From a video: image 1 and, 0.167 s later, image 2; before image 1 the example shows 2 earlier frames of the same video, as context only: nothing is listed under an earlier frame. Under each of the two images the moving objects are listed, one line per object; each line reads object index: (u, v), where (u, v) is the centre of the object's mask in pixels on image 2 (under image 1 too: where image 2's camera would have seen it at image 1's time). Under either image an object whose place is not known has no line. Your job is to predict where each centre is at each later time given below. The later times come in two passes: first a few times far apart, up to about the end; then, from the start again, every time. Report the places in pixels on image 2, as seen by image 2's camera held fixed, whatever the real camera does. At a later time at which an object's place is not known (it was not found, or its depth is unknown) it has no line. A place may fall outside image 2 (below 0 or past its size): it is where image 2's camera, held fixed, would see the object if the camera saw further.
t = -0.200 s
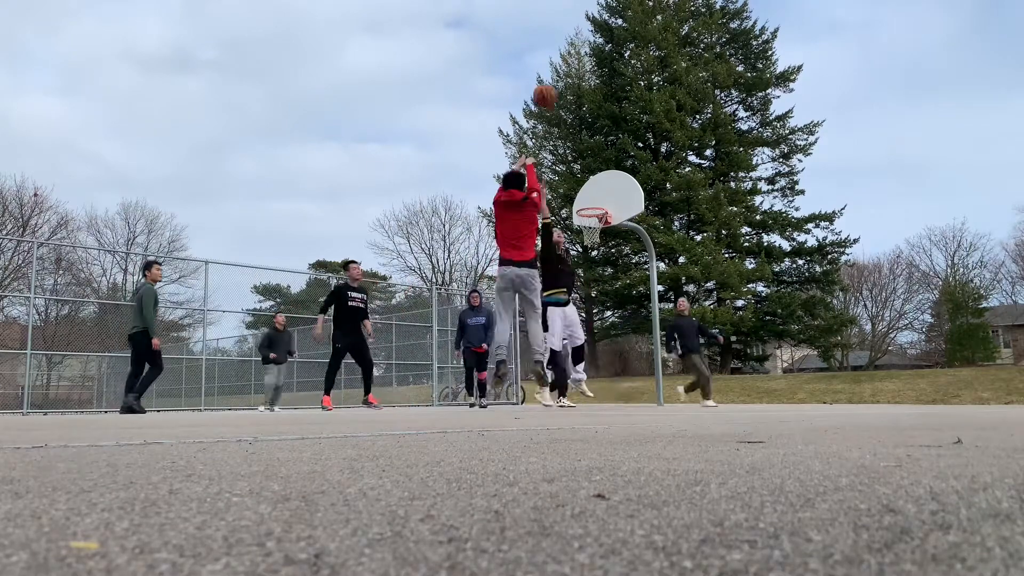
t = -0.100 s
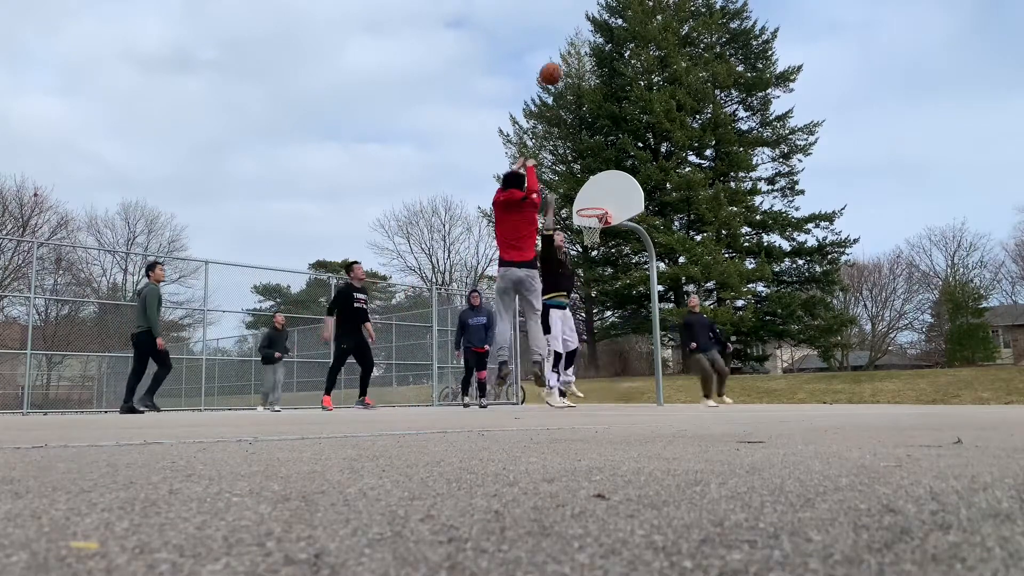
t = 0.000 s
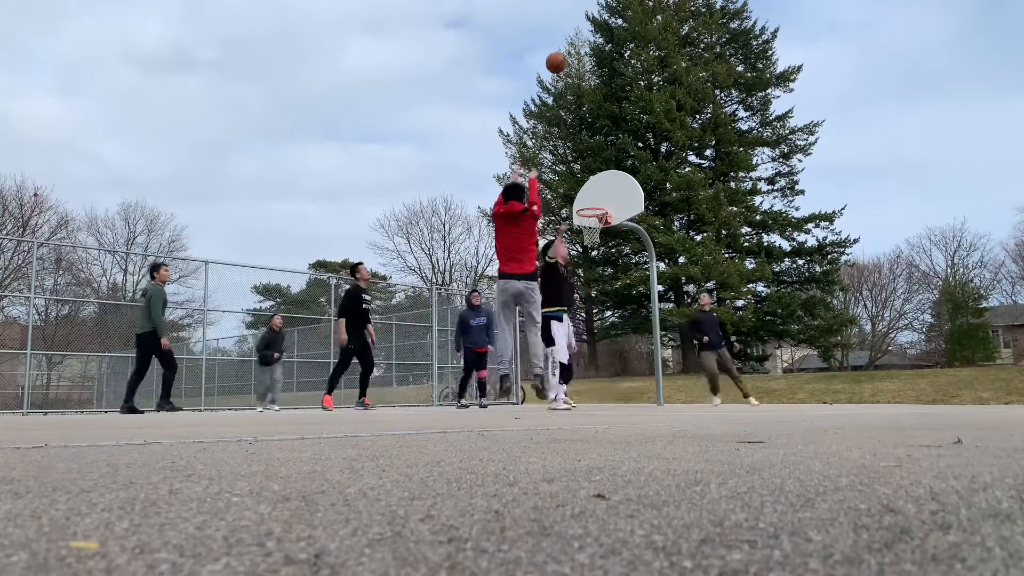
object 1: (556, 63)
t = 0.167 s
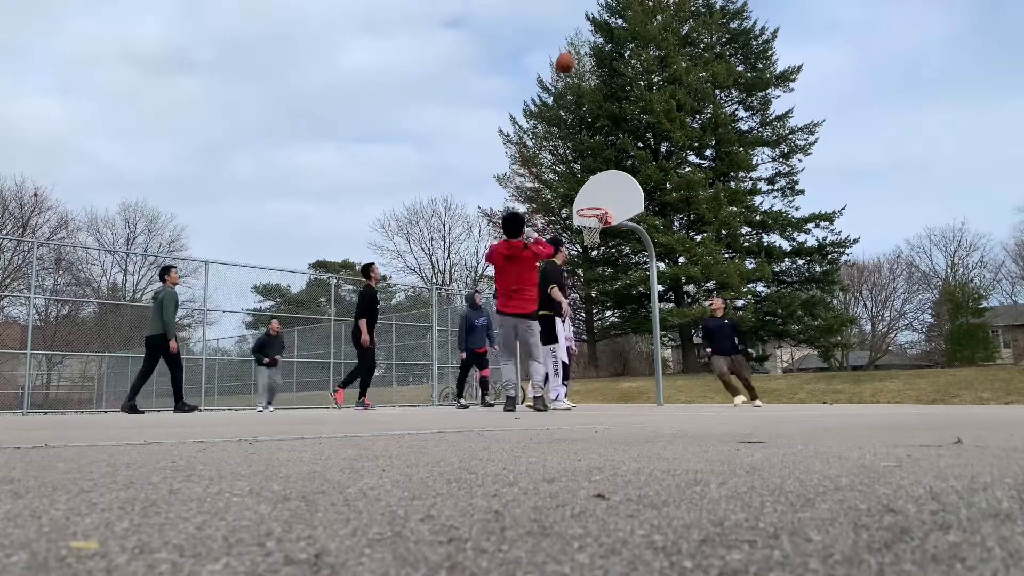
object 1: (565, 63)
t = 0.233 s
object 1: (569, 68)
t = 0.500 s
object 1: (583, 117)
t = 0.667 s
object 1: (589, 167)
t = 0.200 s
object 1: (567, 65)
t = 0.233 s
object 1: (569, 68)
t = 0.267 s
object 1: (571, 72)
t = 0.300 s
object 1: (572, 77)
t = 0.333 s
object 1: (575, 82)
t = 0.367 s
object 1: (576, 88)
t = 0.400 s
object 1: (578, 93)
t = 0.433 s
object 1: (579, 103)
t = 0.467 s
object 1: (581, 111)
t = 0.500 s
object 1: (583, 117)
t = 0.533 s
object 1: (584, 127)
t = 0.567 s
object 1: (586, 136)
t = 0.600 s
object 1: (587, 146)
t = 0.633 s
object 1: (588, 156)
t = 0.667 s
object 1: (589, 167)
